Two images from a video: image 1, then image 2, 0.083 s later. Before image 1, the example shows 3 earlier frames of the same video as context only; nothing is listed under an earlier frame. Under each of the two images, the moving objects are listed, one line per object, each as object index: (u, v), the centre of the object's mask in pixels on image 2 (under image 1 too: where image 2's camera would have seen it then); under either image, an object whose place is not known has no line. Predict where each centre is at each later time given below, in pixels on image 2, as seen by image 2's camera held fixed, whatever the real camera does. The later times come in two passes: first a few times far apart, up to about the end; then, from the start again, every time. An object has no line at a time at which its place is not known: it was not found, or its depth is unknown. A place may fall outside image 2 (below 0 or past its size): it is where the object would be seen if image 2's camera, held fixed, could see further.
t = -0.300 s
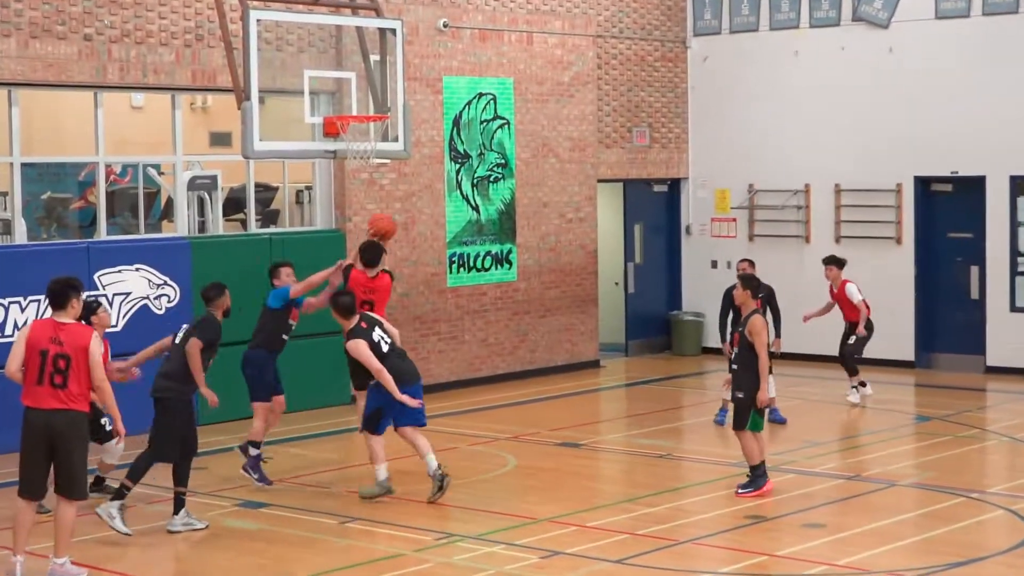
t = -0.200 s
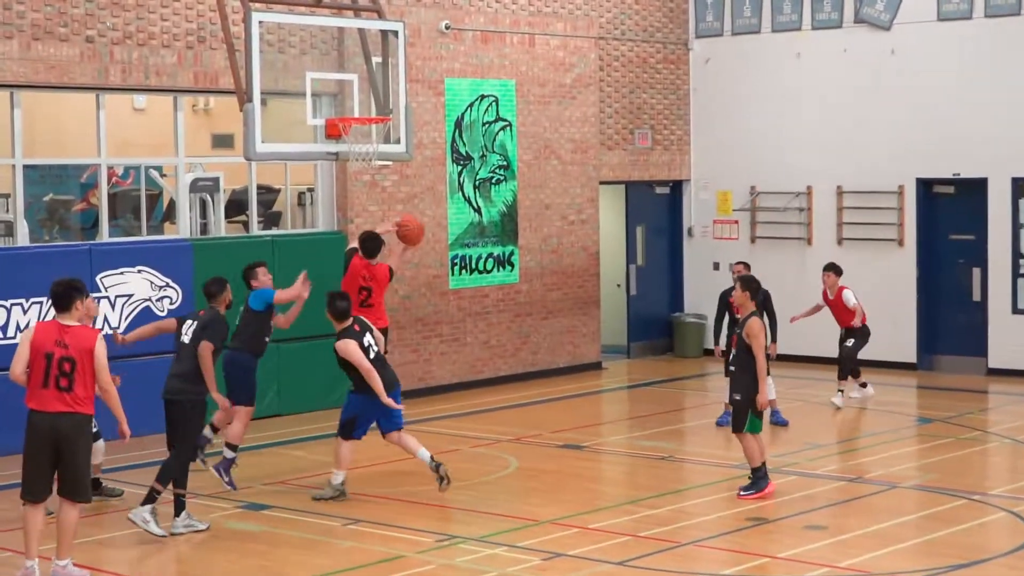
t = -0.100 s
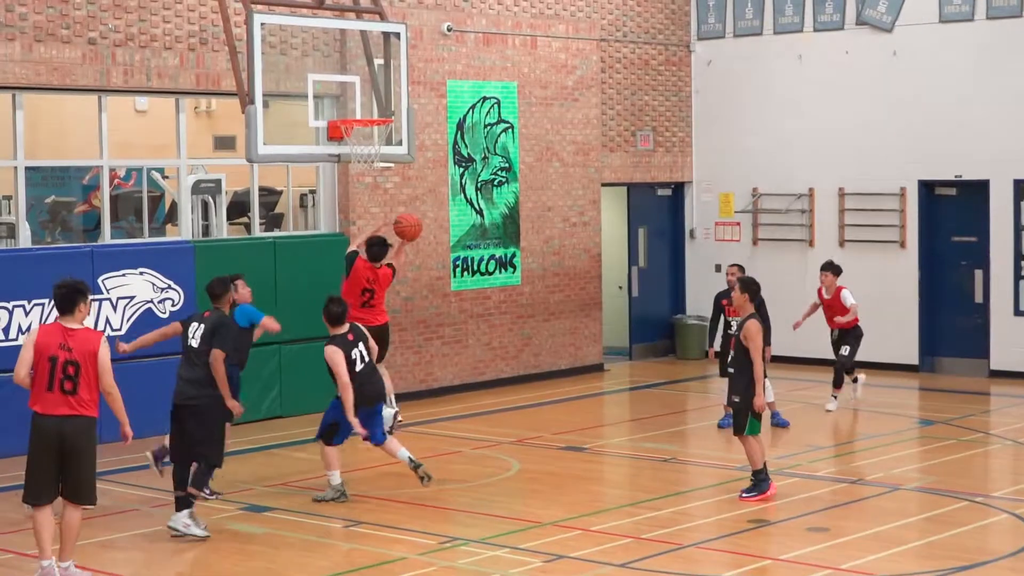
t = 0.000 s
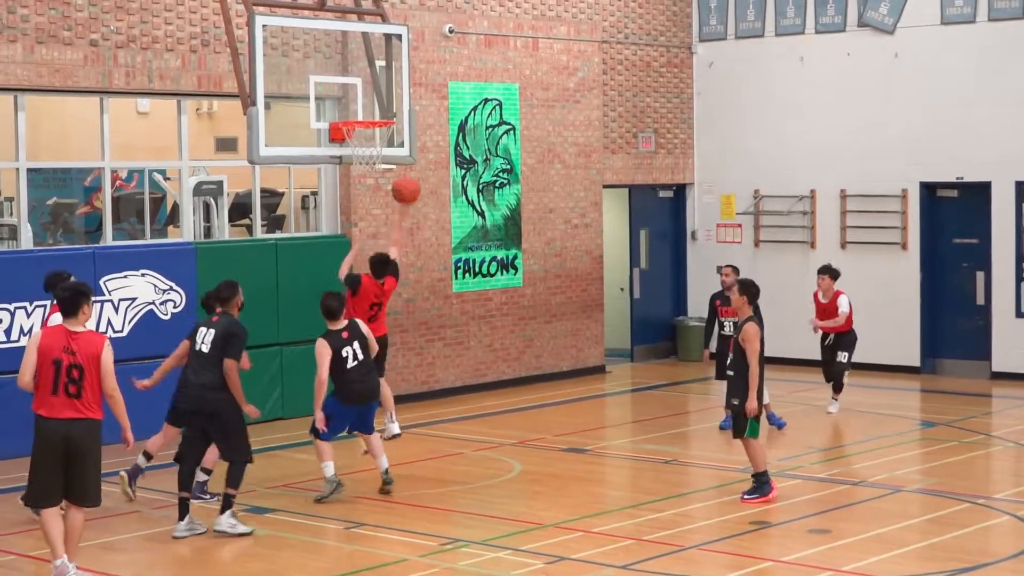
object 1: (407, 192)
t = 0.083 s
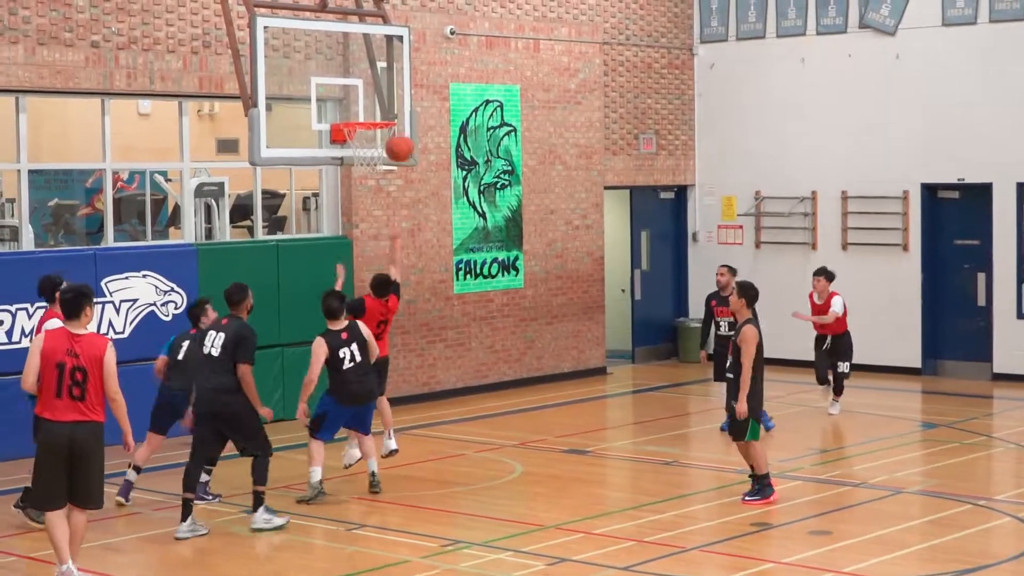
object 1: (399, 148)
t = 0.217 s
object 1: (387, 96)
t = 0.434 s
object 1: (369, 59)
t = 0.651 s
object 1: (353, 75)
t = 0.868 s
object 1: (349, 91)
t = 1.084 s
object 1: (364, 71)
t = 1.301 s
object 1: (380, 103)
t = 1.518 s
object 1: (372, 94)
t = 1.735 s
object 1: (363, 107)
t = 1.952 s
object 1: (366, 111)
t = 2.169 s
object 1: (370, 170)
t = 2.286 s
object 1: (370, 218)
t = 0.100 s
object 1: (397, 140)
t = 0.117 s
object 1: (396, 133)
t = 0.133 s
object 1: (395, 126)
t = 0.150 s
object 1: (393, 120)
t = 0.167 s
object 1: (391, 113)
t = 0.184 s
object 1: (390, 107)
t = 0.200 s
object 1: (389, 101)
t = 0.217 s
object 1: (387, 96)
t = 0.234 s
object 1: (386, 92)
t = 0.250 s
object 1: (385, 87)
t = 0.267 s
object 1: (383, 83)
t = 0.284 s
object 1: (381, 79)
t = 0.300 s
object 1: (380, 75)
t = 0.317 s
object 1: (379, 73)
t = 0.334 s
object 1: (378, 69)
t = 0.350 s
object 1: (376, 67)
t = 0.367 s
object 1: (374, 65)
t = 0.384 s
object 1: (373, 63)
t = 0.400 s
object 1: (372, 61)
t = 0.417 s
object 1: (371, 60)
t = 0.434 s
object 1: (369, 59)
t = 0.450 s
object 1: (368, 58)
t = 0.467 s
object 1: (367, 58)
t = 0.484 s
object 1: (365, 58)
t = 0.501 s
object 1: (364, 59)
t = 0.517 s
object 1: (363, 59)
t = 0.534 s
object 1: (362, 60)
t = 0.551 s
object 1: (361, 61)
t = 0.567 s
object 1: (360, 63)
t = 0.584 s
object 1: (358, 65)
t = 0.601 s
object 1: (357, 67)
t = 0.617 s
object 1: (356, 70)
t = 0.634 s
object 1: (354, 72)
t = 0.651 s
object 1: (353, 75)
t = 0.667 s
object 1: (352, 79)
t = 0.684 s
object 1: (350, 83)
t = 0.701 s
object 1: (349, 87)
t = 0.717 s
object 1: (348, 91)
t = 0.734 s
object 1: (347, 96)
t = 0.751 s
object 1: (346, 101)
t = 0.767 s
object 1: (345, 106)
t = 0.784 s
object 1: (344, 110)
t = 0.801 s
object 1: (344, 107)
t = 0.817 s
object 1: (345, 102)
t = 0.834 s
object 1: (346, 98)
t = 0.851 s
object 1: (348, 94)
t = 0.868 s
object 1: (349, 91)
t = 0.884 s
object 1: (350, 87)
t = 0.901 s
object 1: (351, 84)
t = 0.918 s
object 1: (352, 82)
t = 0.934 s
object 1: (353, 79)
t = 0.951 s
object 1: (354, 77)
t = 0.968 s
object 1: (355, 75)
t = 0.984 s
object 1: (356, 74)
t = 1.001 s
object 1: (357, 72)
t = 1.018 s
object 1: (359, 72)
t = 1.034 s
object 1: (361, 71)
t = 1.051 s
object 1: (362, 71)
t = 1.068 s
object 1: (363, 71)
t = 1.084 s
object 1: (364, 71)
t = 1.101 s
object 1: (365, 71)
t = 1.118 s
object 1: (366, 73)
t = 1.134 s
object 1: (367, 74)
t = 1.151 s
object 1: (369, 76)
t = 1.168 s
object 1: (370, 77)
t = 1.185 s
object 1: (371, 80)
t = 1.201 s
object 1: (372, 82)
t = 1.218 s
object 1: (373, 85)
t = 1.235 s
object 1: (375, 88)
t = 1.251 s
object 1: (376, 91)
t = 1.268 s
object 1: (377, 95)
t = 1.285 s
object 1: (379, 99)
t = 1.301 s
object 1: (380, 103)
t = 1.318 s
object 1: (381, 107)
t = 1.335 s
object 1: (382, 110)
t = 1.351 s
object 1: (381, 109)
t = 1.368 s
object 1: (381, 106)
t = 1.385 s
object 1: (380, 104)
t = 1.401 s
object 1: (379, 102)
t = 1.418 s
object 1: (379, 100)
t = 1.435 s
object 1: (377, 98)
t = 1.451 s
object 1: (376, 96)
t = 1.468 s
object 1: (375, 95)
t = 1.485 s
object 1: (374, 95)
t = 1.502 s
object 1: (373, 94)
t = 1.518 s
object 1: (372, 94)
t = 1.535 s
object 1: (371, 94)
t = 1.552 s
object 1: (371, 94)
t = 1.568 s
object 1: (370, 95)
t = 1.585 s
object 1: (369, 96)
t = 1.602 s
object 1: (368, 98)
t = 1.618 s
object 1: (367, 99)
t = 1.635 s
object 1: (366, 101)
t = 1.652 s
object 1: (365, 103)
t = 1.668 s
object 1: (364, 106)
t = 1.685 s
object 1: (363, 108)
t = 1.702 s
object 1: (363, 110)
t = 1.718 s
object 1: (363, 108)
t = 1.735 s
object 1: (363, 107)
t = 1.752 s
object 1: (363, 106)
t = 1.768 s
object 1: (363, 104)
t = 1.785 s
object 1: (364, 103)
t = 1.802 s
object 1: (364, 103)
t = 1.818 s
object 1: (364, 103)
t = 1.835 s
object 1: (364, 103)
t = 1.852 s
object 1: (364, 104)
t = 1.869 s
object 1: (365, 104)
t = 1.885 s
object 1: (365, 105)
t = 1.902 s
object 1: (365, 107)
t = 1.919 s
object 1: (365, 108)
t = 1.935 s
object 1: (366, 110)
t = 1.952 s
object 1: (366, 111)
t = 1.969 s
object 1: (366, 113)
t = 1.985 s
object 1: (366, 114)
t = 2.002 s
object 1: (366, 121)
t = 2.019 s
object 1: (367, 125)
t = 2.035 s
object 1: (367, 129)
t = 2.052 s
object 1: (367, 134)
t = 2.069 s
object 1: (367, 137)
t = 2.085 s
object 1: (368, 140)
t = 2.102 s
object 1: (368, 147)
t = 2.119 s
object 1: (369, 152)
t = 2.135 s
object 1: (369, 157)
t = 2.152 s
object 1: (369, 164)
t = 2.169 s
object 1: (370, 170)
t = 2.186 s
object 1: (370, 179)
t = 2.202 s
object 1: (370, 182)
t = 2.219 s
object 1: (370, 188)
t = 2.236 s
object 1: (370, 195)
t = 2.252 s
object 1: (370, 203)
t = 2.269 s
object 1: (370, 210)
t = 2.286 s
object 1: (370, 218)
